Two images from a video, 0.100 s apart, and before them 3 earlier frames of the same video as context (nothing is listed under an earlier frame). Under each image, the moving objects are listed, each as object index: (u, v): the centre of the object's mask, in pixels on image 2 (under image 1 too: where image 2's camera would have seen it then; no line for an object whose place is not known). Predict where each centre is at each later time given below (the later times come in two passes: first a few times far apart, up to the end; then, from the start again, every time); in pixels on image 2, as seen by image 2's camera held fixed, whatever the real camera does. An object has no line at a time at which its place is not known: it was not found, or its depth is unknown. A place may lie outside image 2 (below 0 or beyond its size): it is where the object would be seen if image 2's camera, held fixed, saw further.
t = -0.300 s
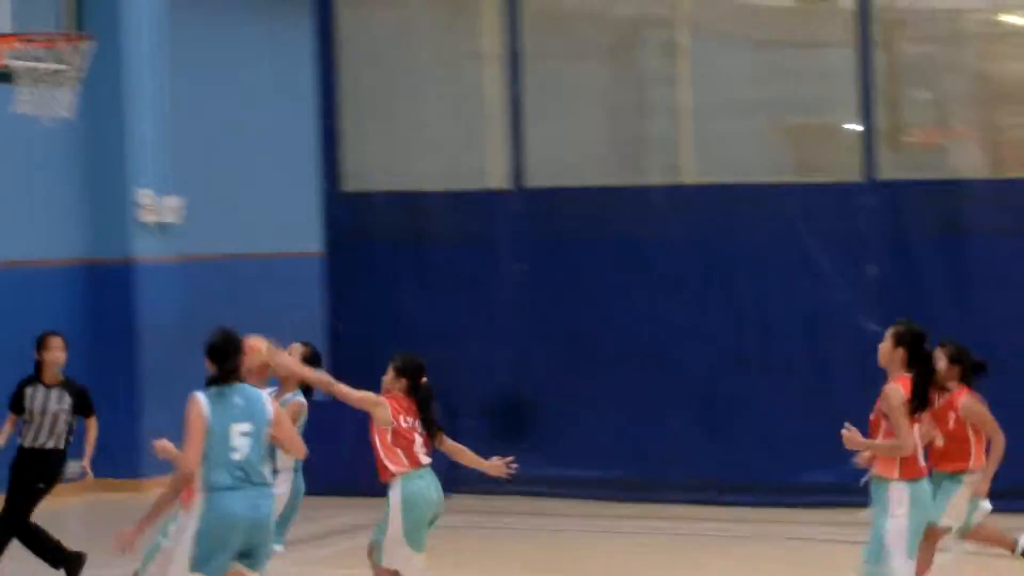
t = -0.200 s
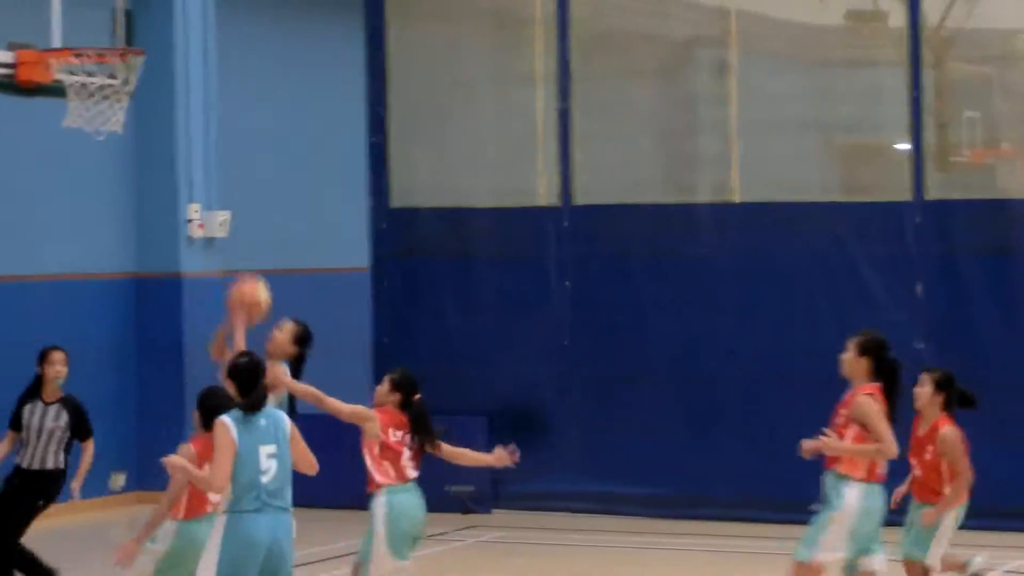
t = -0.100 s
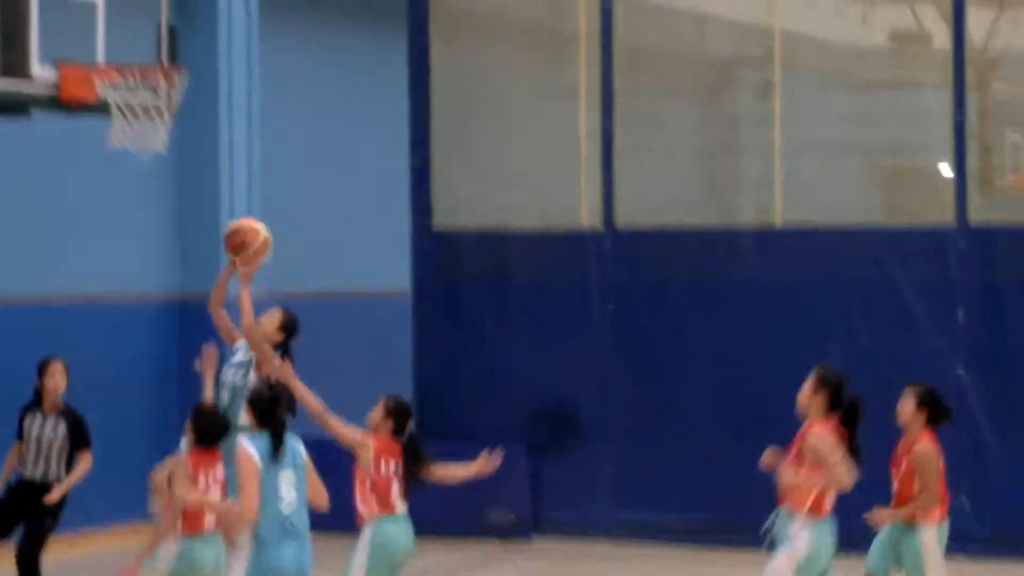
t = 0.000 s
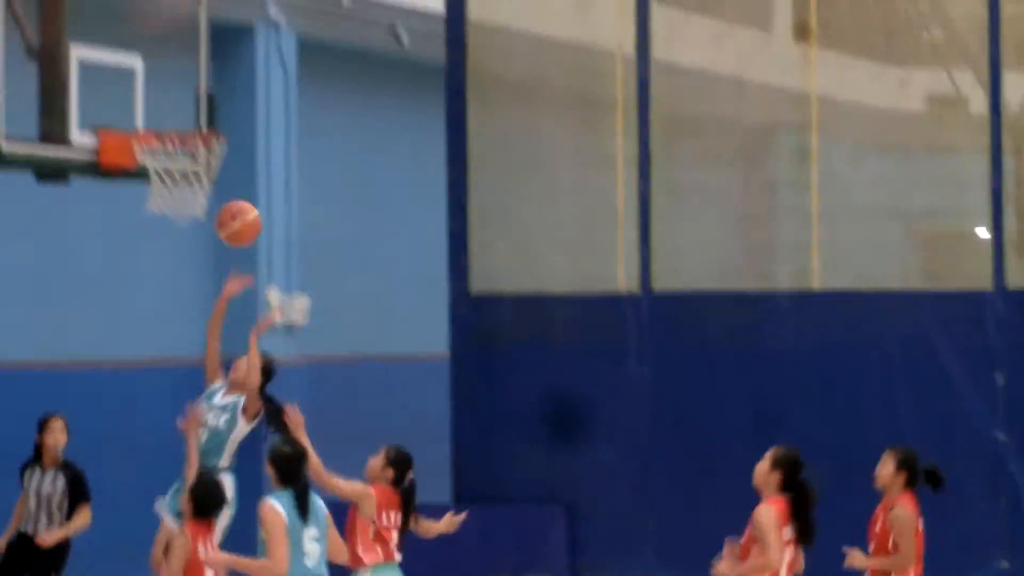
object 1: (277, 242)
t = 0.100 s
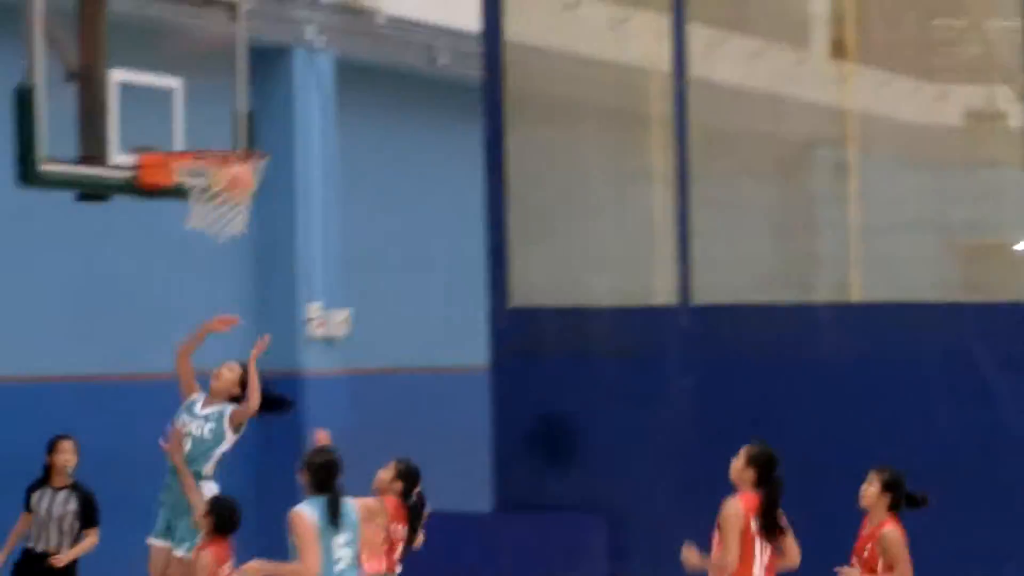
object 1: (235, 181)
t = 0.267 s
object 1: (218, 131)
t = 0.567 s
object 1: (241, 178)
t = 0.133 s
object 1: (217, 145)
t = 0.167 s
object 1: (210, 140)
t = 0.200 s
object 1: (213, 139)
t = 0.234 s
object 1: (216, 136)
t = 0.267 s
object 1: (218, 131)
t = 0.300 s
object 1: (221, 127)
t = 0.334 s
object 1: (222, 125)
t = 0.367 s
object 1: (224, 126)
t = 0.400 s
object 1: (227, 127)
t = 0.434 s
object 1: (229, 132)
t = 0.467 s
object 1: (232, 138)
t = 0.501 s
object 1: (236, 151)
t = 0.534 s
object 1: (238, 163)
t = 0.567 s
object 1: (241, 178)
